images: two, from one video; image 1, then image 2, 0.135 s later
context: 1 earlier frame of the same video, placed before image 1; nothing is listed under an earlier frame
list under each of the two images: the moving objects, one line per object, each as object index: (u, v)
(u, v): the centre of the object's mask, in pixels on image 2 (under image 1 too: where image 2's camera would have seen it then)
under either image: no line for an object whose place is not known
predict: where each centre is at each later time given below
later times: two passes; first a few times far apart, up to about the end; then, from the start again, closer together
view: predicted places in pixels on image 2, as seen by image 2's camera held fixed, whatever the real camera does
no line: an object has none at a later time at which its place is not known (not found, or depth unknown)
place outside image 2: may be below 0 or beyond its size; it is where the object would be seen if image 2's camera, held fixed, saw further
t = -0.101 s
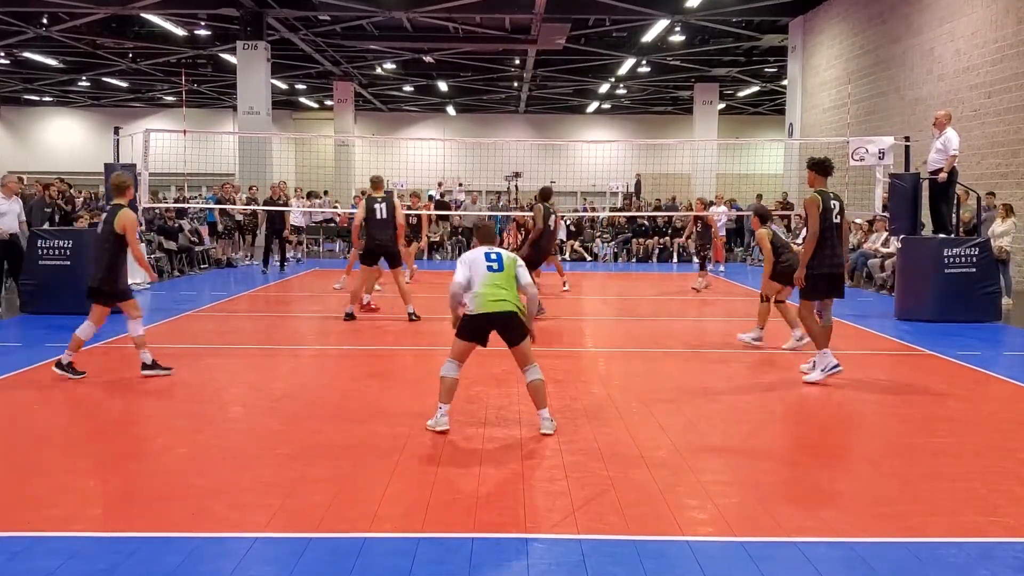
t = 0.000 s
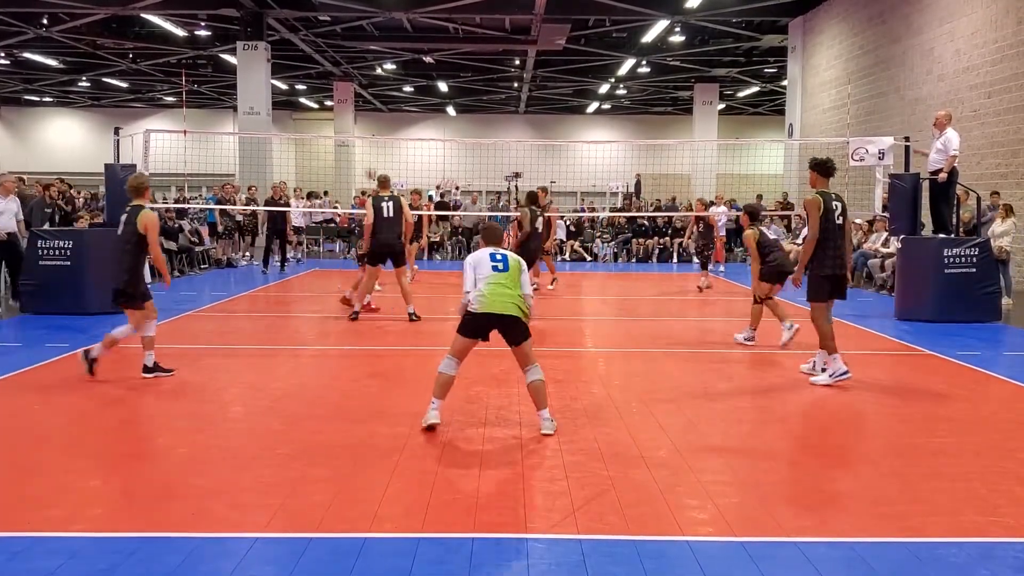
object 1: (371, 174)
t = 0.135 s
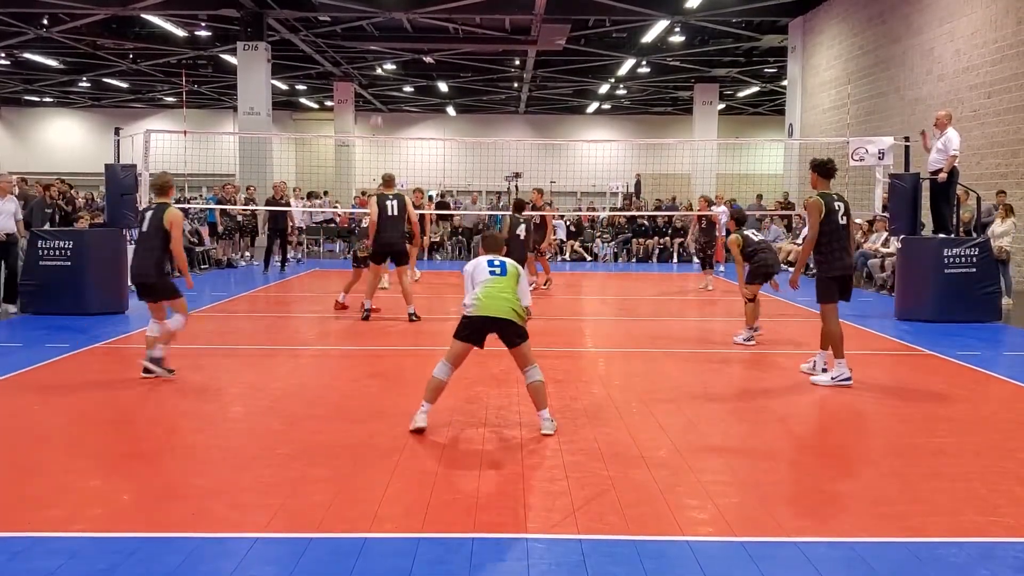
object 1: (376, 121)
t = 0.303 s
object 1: (381, 75)
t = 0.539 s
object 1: (389, 33)
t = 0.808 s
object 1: (399, 29)
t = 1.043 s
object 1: (409, 62)
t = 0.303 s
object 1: (381, 75)
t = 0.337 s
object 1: (382, 66)
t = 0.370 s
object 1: (383, 59)
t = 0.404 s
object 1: (385, 52)
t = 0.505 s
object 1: (388, 37)
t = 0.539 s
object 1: (389, 33)
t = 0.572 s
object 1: (391, 30)
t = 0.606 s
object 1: (391, 28)
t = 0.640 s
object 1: (392, 27)
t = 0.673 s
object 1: (394, 26)
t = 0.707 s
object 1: (395, 26)
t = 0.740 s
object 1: (396, 26)
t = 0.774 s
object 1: (398, 27)
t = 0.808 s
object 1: (399, 29)
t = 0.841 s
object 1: (401, 31)
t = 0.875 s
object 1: (402, 35)
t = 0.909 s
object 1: (403, 38)
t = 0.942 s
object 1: (405, 43)
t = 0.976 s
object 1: (406, 48)
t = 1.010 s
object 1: (408, 55)
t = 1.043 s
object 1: (409, 62)
